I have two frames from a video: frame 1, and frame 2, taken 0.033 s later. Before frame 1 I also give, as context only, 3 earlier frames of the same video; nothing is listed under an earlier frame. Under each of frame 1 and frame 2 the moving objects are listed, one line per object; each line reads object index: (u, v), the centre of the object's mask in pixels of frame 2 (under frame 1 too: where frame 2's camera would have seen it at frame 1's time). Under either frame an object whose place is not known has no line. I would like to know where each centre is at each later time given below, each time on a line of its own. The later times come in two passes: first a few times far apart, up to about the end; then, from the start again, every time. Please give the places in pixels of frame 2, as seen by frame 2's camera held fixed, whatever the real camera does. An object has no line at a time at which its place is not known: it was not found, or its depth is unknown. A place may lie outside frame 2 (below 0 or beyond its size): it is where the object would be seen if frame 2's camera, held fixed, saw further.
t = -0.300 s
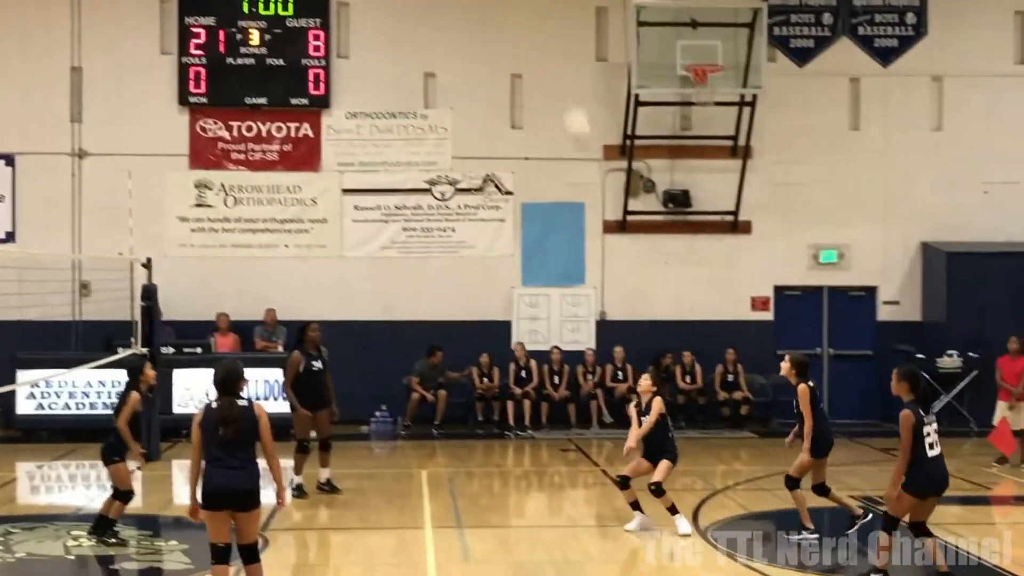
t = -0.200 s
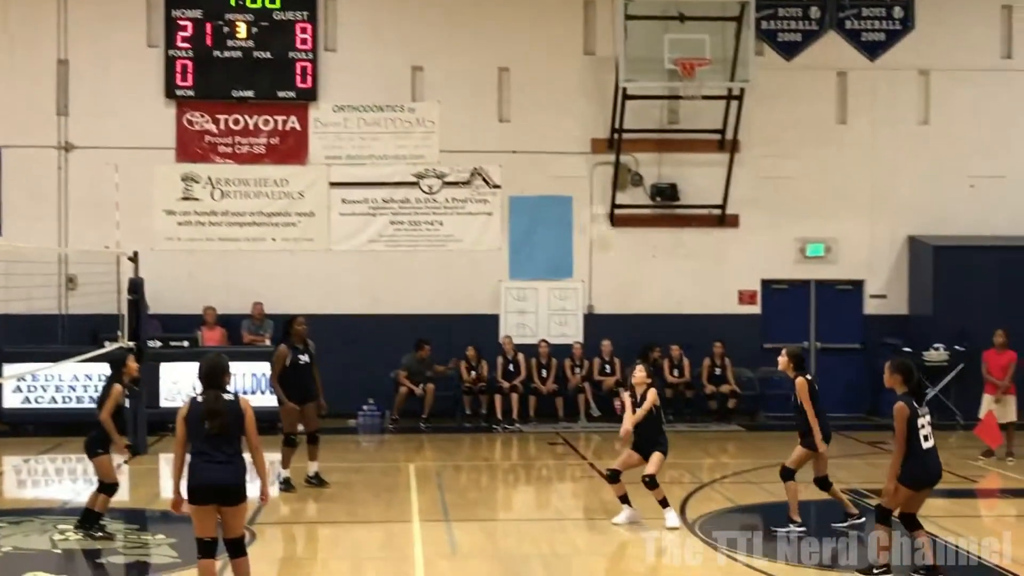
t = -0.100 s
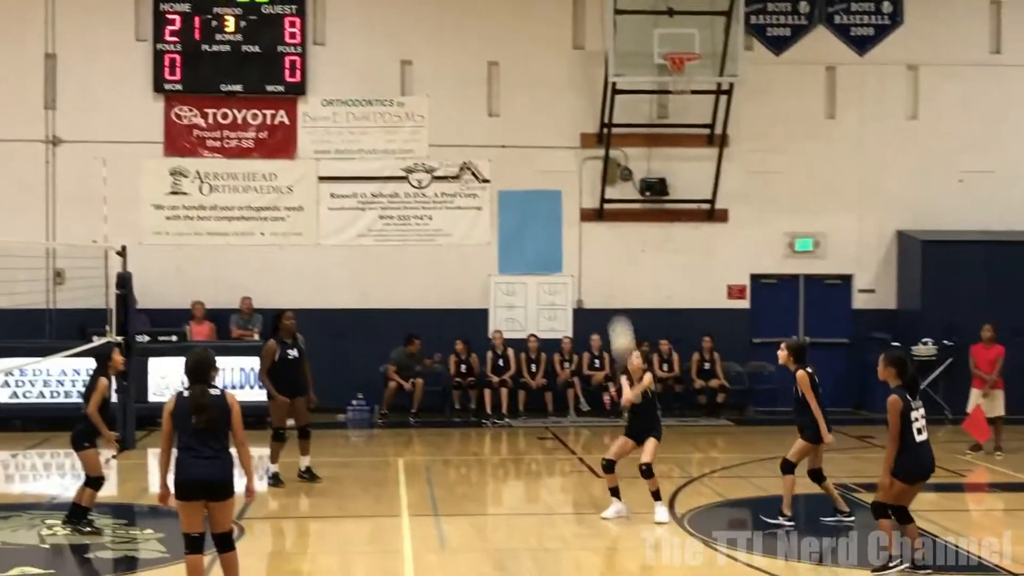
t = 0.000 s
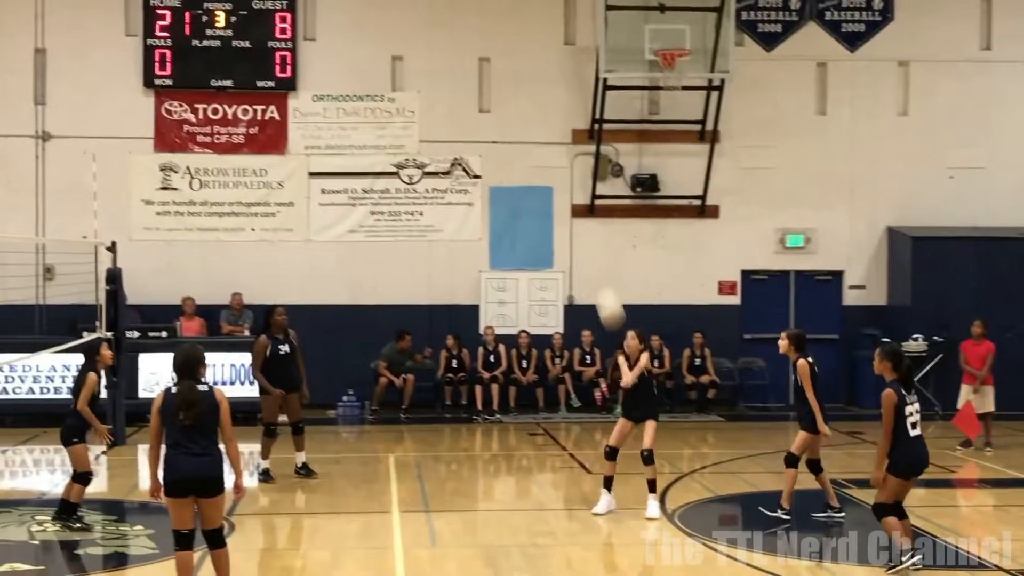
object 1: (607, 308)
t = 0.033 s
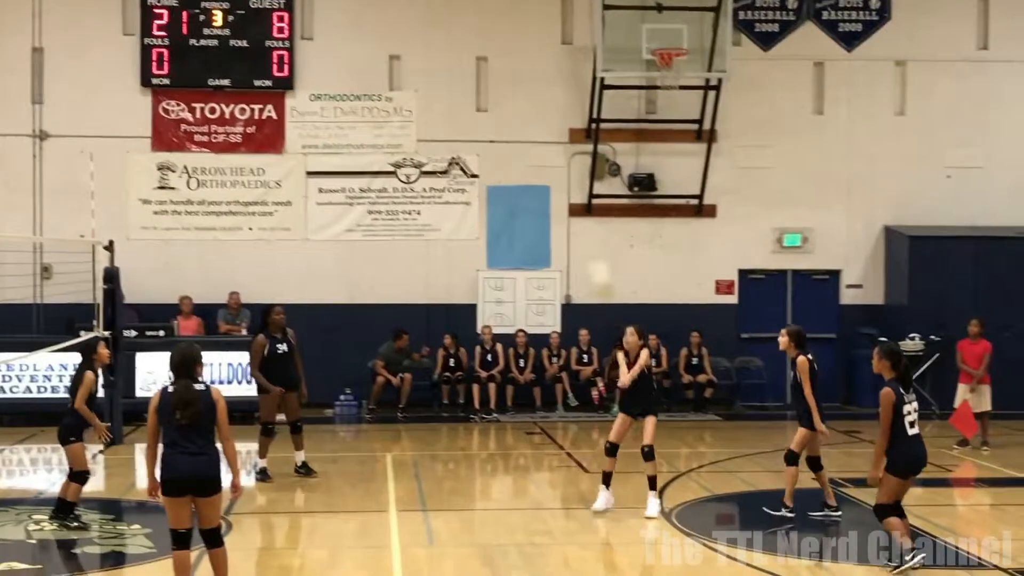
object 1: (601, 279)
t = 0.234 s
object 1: (565, 150)
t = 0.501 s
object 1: (516, 55)
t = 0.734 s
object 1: (477, 42)
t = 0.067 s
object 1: (594, 254)
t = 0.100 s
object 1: (588, 228)
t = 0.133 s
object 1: (582, 208)
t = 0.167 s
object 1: (576, 187)
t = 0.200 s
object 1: (570, 165)
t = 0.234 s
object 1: (565, 150)
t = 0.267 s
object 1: (558, 134)
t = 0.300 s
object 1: (552, 117)
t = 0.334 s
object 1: (545, 103)
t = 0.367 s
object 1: (540, 91)
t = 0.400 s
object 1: (534, 80)
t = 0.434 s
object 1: (528, 70)
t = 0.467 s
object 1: (522, 62)
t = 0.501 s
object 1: (516, 55)
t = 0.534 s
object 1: (510, 49)
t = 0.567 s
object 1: (505, 45)
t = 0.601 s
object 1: (498, 42)
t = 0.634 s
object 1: (493, 40)
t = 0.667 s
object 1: (487, 40)
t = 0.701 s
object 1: (482, 41)
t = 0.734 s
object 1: (477, 42)
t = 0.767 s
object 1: (471, 45)
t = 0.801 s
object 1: (465, 51)
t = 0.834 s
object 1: (459, 57)
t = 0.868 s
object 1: (452, 65)
